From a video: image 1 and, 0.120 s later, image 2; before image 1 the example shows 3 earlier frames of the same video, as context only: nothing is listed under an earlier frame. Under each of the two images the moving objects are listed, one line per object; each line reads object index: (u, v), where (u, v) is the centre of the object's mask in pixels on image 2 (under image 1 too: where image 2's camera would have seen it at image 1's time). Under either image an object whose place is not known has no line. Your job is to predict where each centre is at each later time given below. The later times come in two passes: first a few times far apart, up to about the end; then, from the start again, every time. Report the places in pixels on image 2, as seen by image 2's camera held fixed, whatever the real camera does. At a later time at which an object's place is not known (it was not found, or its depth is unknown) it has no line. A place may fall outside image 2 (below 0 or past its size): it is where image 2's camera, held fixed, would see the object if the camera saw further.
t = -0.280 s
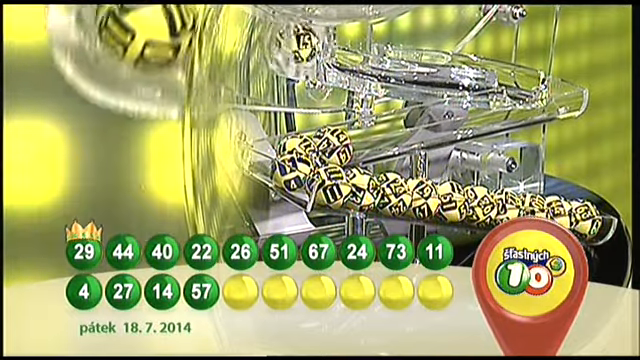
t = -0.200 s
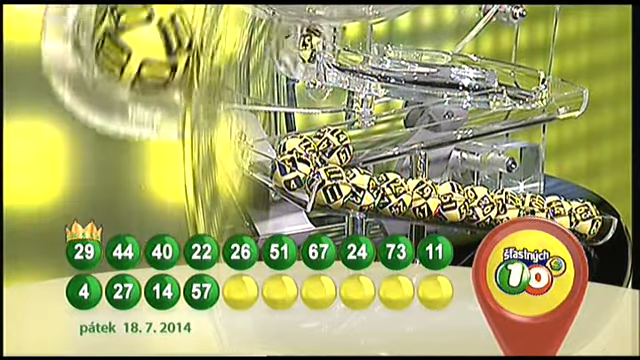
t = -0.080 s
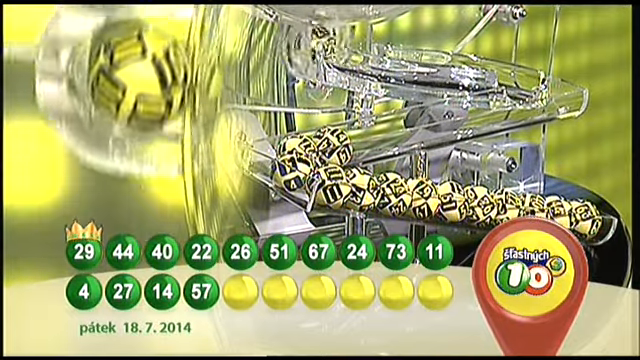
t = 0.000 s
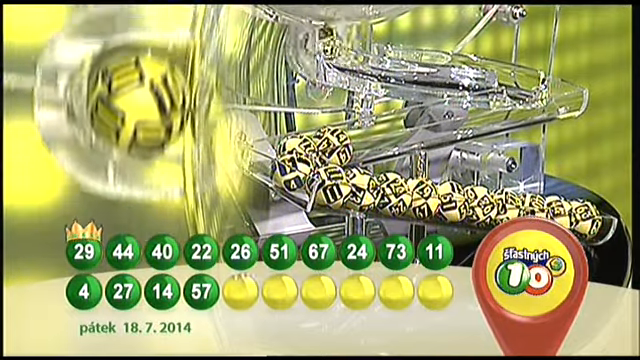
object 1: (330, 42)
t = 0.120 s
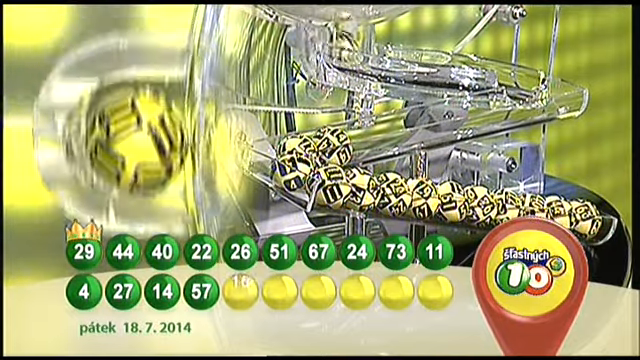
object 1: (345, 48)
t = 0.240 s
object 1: (357, 50)
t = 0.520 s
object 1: (417, 65)
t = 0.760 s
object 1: (504, 76)
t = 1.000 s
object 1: (540, 97)
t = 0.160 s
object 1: (349, 48)
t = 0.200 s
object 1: (351, 49)
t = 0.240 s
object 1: (357, 50)
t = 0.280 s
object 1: (362, 55)
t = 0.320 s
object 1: (368, 55)
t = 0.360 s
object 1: (375, 58)
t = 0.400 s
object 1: (386, 60)
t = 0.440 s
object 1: (397, 61)
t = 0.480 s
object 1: (406, 62)
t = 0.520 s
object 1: (417, 65)
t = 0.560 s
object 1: (432, 66)
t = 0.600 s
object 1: (443, 68)
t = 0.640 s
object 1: (453, 68)
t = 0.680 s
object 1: (469, 70)
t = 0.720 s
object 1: (481, 73)
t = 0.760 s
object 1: (504, 76)
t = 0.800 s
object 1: (521, 81)
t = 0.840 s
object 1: (538, 82)
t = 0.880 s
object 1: (551, 92)
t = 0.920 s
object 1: (546, 92)
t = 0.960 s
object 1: (544, 95)
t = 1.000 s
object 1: (540, 97)
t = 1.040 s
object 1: (535, 101)
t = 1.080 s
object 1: (526, 102)
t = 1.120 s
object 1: (522, 103)
